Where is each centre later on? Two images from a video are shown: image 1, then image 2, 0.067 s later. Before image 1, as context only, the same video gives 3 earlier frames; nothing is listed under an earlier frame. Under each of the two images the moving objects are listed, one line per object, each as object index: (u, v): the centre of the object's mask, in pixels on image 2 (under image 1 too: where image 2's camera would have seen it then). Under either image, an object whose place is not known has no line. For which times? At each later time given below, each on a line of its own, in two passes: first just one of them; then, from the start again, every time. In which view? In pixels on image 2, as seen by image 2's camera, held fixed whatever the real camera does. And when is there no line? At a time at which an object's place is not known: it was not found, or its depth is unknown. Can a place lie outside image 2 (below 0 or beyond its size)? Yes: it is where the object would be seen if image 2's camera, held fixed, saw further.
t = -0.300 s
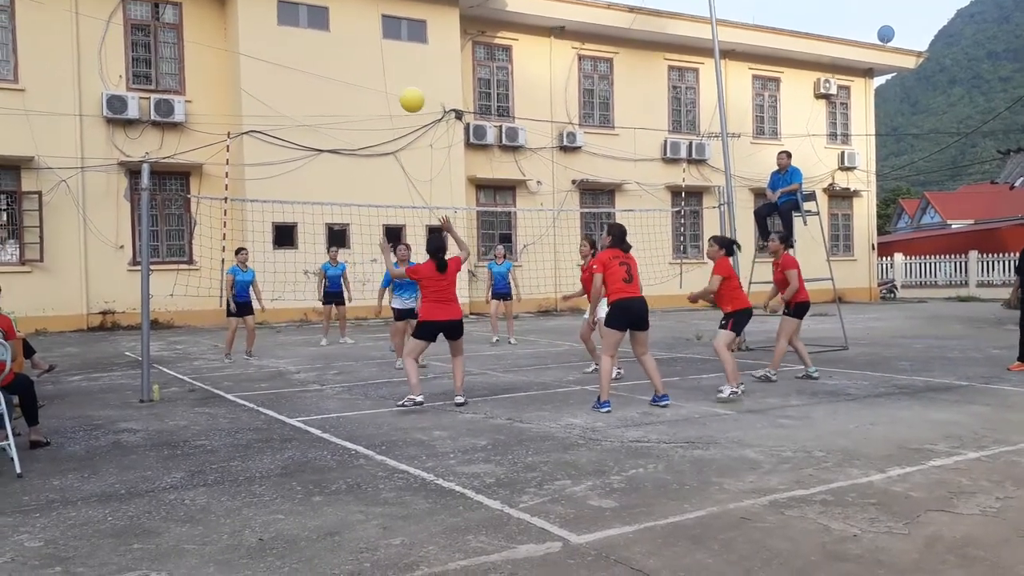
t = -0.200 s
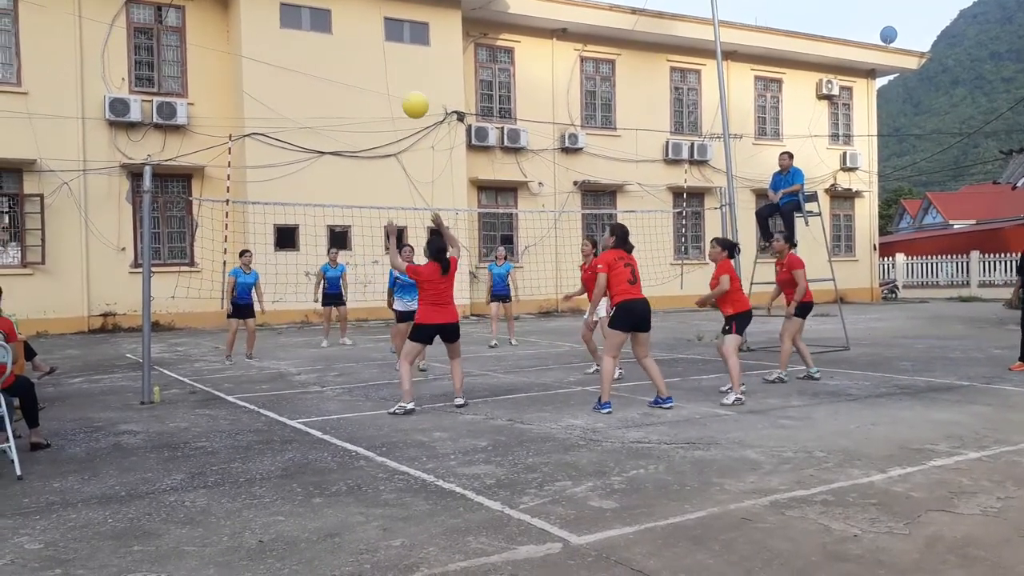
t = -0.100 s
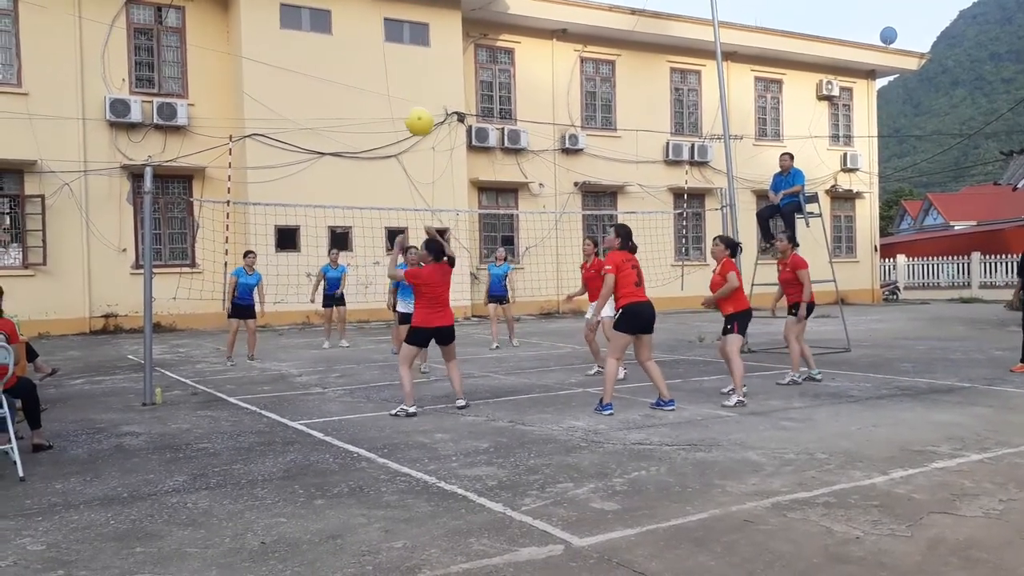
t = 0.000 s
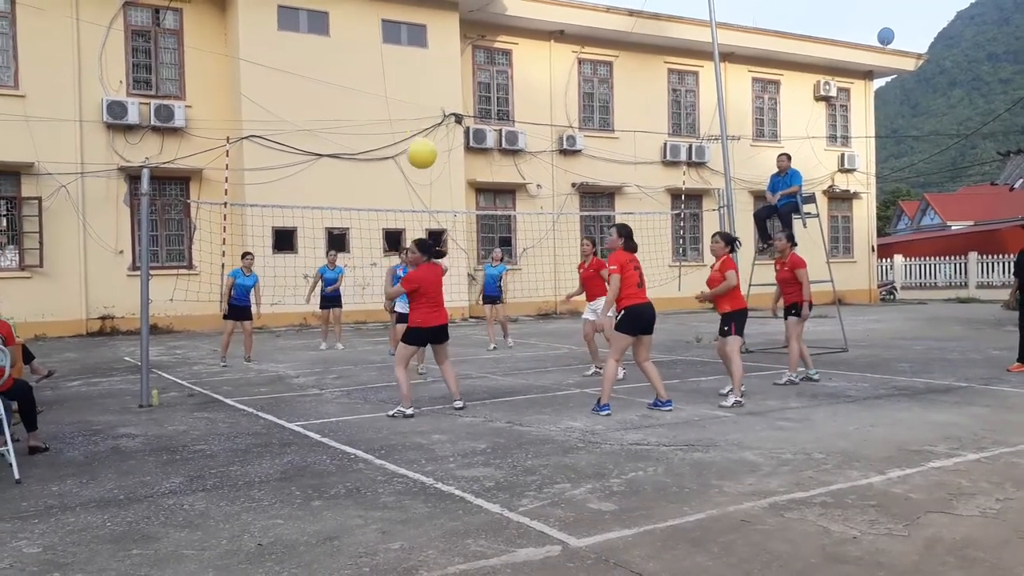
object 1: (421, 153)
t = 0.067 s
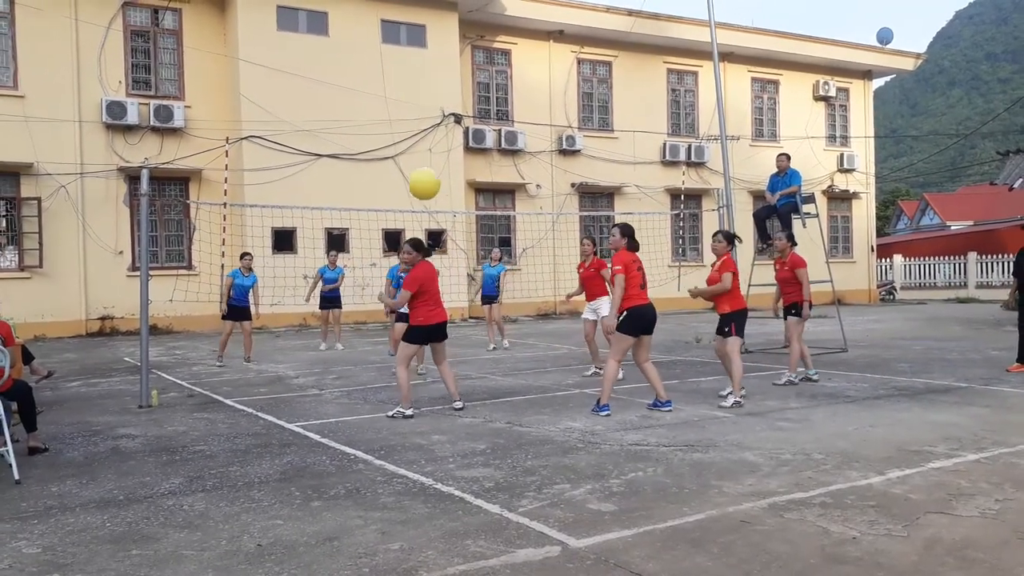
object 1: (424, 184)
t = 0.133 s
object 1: (428, 222)
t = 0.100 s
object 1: (426, 202)
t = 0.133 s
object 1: (428, 222)
